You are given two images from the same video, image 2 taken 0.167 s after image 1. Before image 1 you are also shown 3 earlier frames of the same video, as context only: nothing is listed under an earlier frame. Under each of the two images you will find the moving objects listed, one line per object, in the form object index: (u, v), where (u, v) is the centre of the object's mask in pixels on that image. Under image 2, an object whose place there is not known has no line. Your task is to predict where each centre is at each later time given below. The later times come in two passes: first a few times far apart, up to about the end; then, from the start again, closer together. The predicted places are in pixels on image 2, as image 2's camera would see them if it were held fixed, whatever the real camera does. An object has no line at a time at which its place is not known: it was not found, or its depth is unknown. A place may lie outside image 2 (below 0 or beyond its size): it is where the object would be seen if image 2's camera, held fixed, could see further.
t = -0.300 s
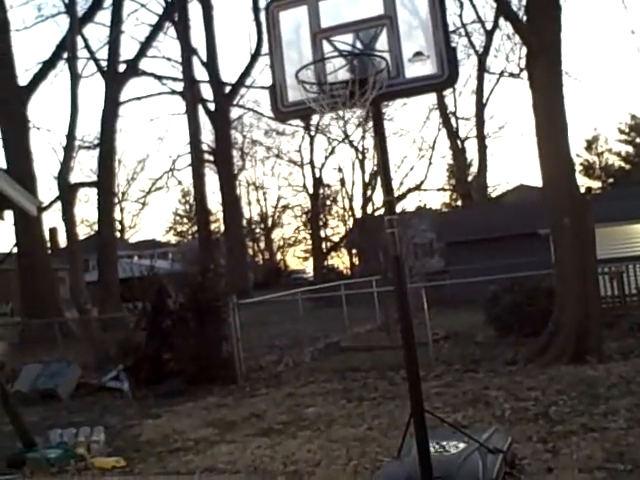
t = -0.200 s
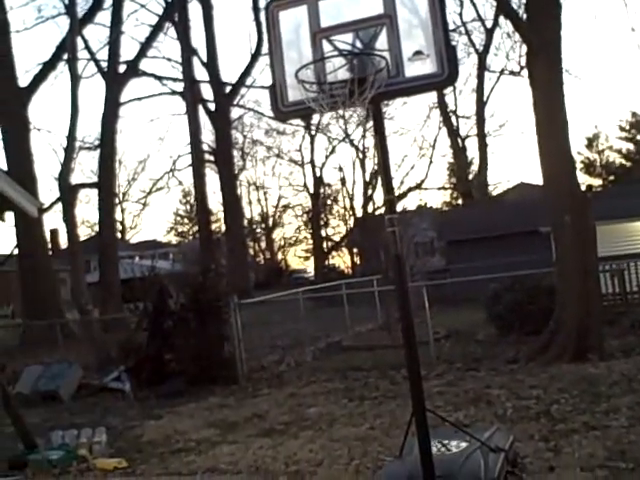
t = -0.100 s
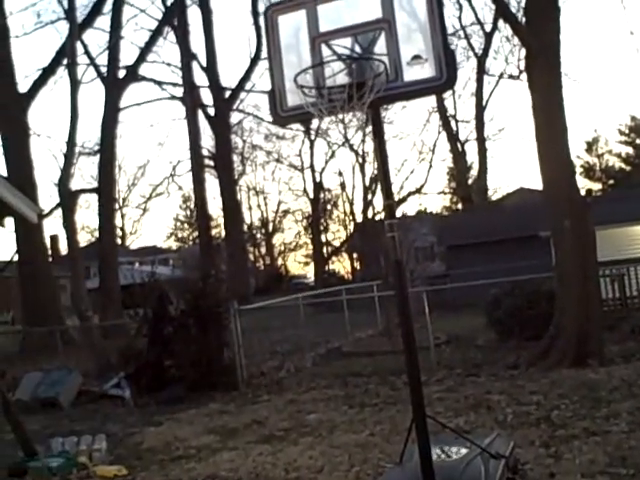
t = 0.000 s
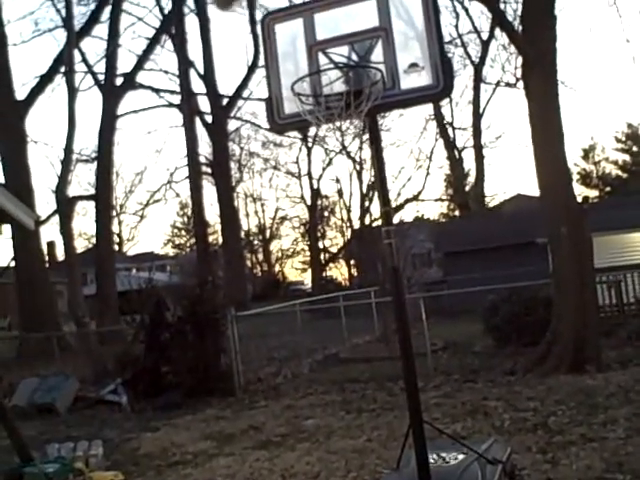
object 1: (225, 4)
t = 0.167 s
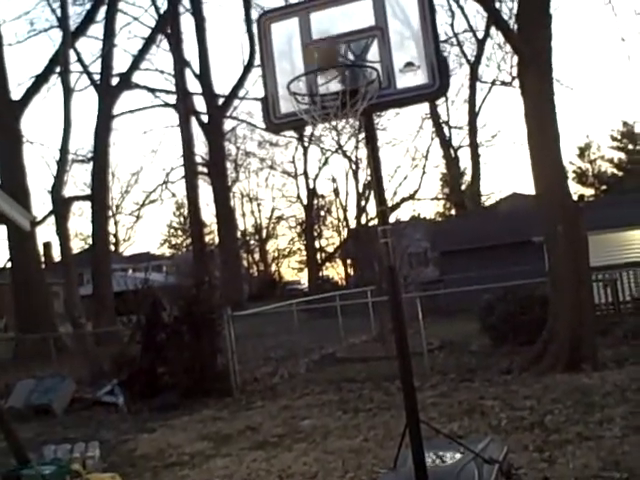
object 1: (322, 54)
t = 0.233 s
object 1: (346, 87)
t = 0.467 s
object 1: (299, 113)
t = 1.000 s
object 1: (435, 359)
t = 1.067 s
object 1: (449, 419)
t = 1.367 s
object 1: (466, 379)
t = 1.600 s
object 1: (471, 346)
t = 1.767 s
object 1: (479, 373)
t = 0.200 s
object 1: (350, 83)
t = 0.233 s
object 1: (346, 87)
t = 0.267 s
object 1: (326, 99)
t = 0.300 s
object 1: (317, 113)
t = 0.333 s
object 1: (298, 116)
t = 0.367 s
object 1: (295, 111)
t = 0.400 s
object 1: (299, 103)
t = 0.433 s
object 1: (297, 107)
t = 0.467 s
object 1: (299, 113)
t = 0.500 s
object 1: (307, 118)
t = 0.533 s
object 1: (316, 119)
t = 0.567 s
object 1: (322, 124)
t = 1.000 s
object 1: (435, 359)
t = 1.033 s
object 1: (442, 393)
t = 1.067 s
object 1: (449, 419)
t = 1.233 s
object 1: (468, 432)
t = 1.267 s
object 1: (468, 419)
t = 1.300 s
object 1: (466, 403)
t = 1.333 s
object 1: (467, 393)
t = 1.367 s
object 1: (466, 379)
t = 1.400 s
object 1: (466, 368)
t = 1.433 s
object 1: (467, 360)
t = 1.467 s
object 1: (467, 354)
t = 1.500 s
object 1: (469, 350)
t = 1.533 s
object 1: (471, 348)
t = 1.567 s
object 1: (471, 347)
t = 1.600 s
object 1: (471, 346)
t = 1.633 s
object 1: (473, 349)
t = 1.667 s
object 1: (474, 353)
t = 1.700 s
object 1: (475, 358)
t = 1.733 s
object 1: (477, 365)
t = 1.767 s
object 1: (479, 373)
